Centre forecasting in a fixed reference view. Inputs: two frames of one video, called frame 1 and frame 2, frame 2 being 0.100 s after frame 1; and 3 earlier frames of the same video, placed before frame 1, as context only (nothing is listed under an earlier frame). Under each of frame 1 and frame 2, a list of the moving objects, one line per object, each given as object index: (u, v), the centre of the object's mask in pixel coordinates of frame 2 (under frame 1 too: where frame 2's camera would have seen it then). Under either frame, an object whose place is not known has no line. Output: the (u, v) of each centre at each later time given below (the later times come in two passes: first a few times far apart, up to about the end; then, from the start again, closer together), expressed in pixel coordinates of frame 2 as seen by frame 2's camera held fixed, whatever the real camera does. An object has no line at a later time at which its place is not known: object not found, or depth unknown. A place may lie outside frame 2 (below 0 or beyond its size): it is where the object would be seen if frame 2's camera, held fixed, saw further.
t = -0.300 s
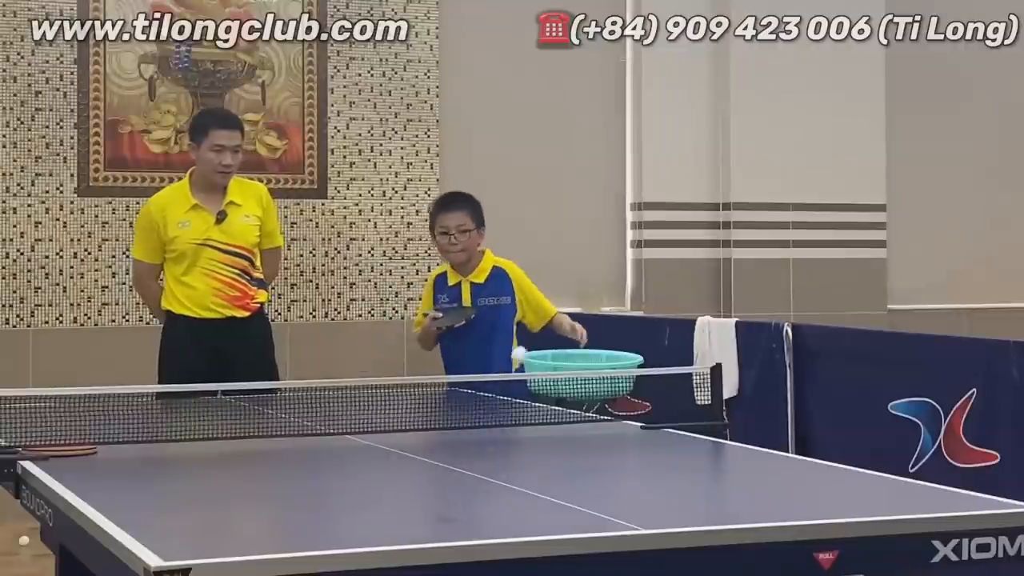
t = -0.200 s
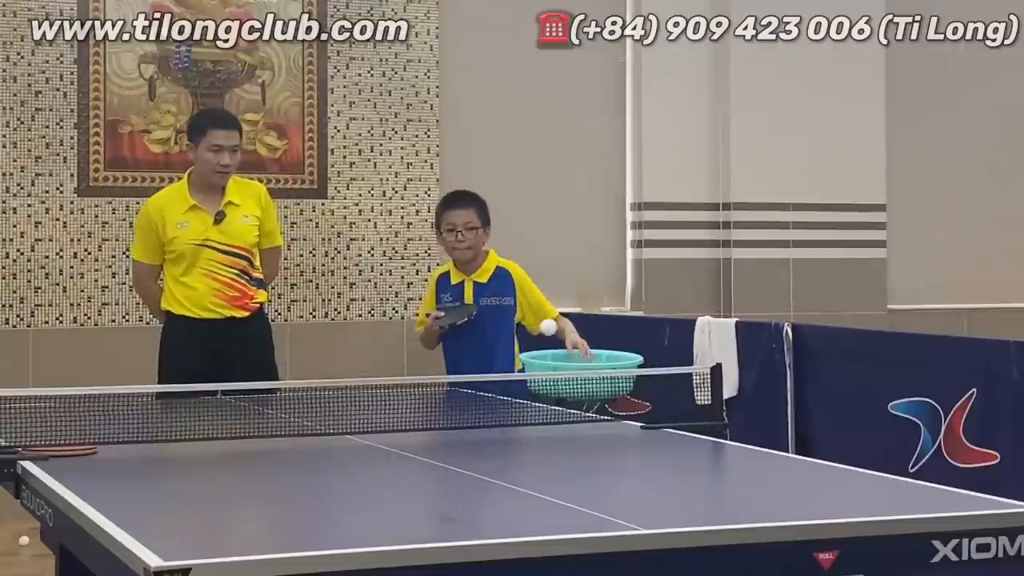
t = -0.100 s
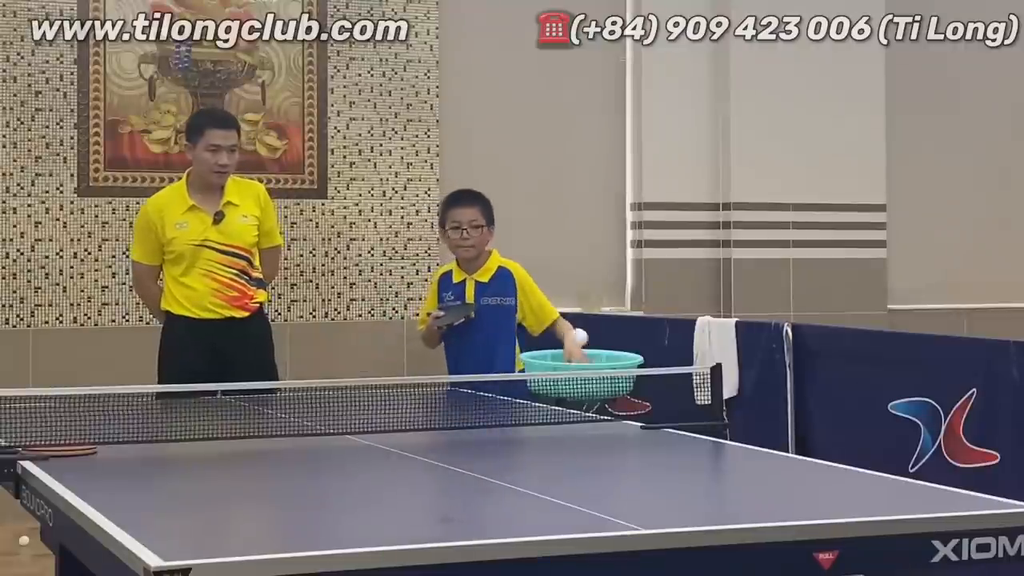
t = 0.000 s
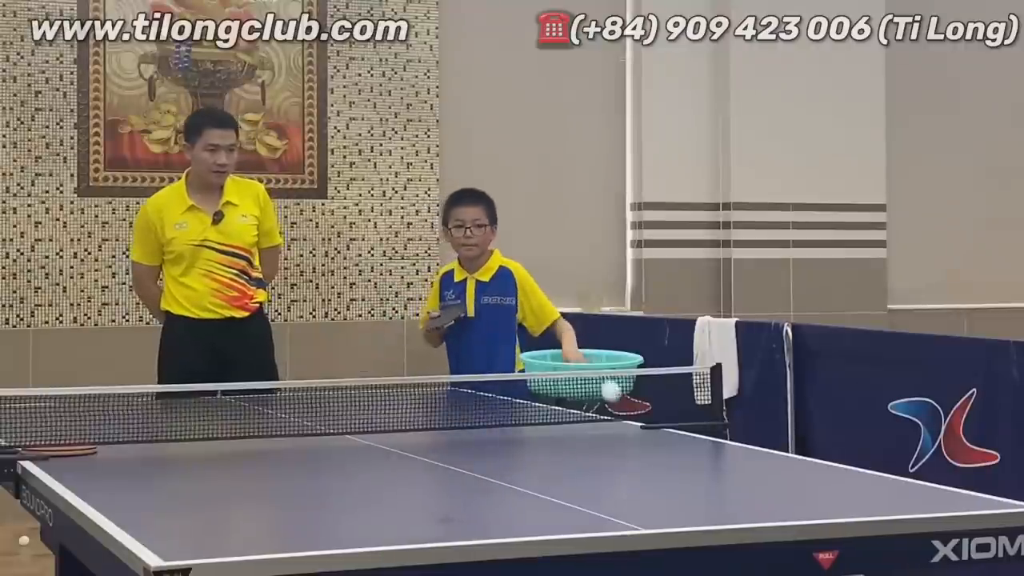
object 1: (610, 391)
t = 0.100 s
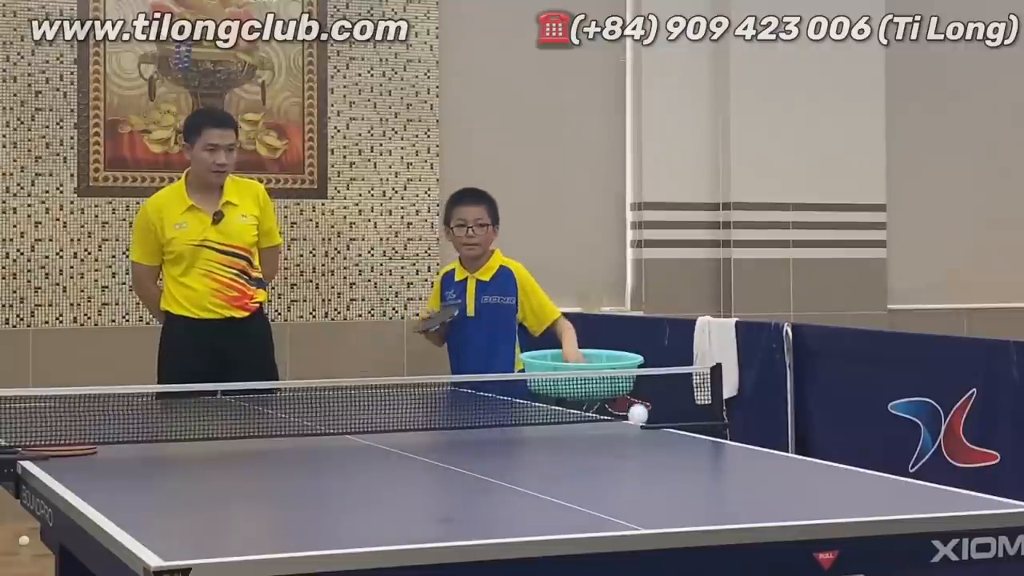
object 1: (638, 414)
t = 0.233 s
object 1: (661, 361)
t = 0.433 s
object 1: (701, 450)
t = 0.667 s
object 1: (719, 394)
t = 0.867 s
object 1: (731, 451)
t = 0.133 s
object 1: (644, 394)
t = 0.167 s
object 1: (649, 379)
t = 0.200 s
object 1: (655, 369)
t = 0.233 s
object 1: (661, 361)
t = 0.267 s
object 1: (668, 362)
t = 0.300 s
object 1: (674, 369)
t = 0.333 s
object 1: (680, 381)
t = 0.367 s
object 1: (686, 398)
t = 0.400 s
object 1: (694, 420)
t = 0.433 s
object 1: (701, 450)
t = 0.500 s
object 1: (708, 439)
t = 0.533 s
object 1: (710, 418)
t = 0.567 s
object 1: (712, 403)
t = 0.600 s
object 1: (715, 394)
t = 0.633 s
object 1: (717, 391)
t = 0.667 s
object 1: (719, 394)
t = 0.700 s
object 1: (723, 403)
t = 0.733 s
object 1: (725, 418)
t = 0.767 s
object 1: (728, 437)
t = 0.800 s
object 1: (731, 465)
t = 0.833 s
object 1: (732, 477)
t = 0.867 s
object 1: (731, 451)
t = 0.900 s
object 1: (730, 430)
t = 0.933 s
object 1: (729, 417)
